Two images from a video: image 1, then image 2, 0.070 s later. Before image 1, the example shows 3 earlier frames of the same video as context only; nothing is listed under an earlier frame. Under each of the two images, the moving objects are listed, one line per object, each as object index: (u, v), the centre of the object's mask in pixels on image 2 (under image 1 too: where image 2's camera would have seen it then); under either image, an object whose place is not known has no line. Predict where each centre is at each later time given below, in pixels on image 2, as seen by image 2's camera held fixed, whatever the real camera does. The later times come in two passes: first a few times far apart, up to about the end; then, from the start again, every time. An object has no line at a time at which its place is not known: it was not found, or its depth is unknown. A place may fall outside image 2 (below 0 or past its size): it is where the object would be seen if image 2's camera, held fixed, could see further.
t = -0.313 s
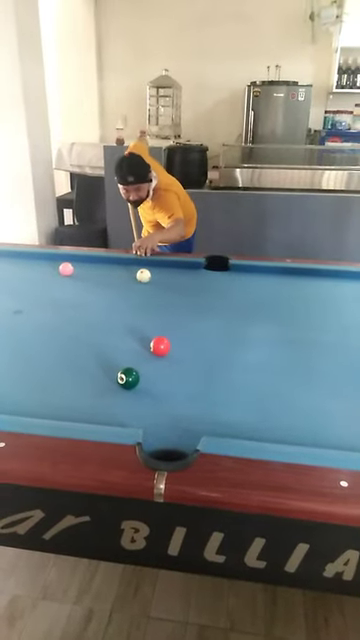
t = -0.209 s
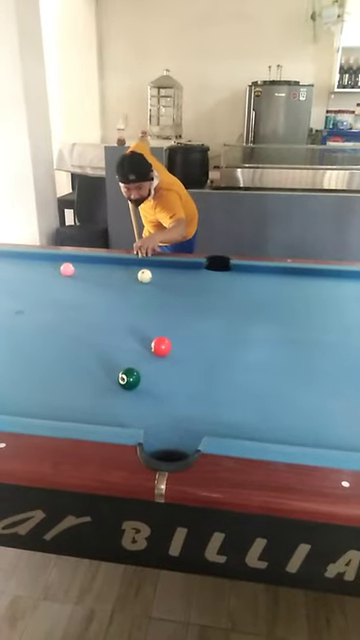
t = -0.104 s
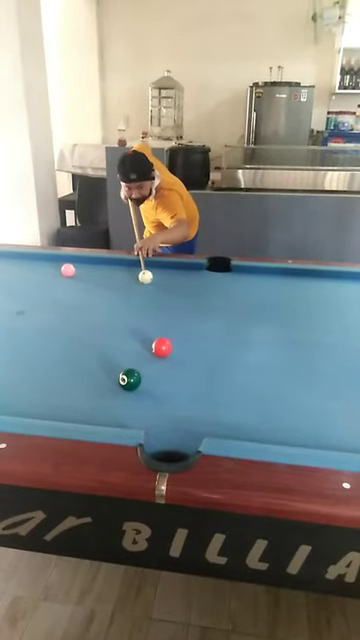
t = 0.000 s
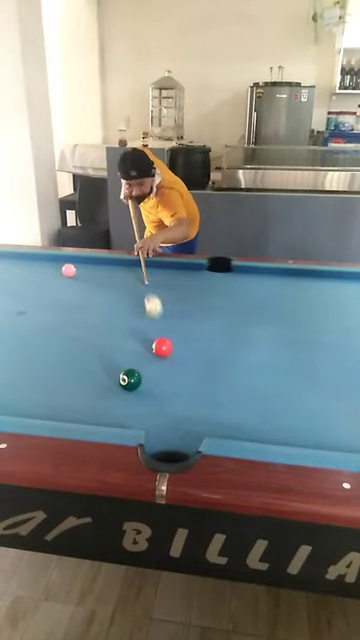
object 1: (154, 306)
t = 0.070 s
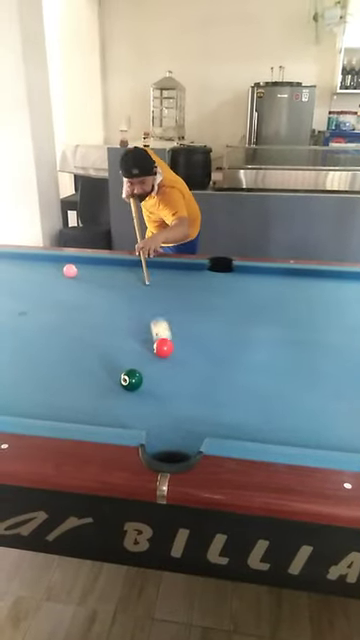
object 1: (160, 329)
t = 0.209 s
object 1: (168, 337)
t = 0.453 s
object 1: (176, 328)
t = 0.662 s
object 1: (181, 323)
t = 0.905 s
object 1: (186, 317)
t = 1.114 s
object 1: (190, 312)
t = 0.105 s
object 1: (164, 338)
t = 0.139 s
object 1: (165, 339)
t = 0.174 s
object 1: (167, 338)
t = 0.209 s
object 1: (168, 337)
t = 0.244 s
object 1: (169, 336)
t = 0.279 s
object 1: (170, 335)
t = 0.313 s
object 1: (171, 333)
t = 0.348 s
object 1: (172, 332)
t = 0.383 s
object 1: (173, 331)
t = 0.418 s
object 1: (174, 330)
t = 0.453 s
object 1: (176, 328)
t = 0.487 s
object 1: (177, 327)
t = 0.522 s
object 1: (178, 327)
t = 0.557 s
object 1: (178, 326)
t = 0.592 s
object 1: (179, 325)
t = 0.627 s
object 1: (180, 324)
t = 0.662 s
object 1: (181, 323)
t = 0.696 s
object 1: (182, 322)
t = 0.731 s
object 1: (183, 321)
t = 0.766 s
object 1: (183, 320)
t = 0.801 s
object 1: (184, 319)
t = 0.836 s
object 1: (185, 318)
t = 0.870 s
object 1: (186, 318)
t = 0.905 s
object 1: (186, 317)
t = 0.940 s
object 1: (187, 316)
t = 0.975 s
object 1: (188, 315)
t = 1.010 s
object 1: (188, 314)
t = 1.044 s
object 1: (189, 313)
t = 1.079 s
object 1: (189, 313)
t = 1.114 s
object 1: (190, 312)
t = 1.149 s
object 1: (191, 312)
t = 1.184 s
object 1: (192, 311)
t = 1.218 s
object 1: (192, 311)
